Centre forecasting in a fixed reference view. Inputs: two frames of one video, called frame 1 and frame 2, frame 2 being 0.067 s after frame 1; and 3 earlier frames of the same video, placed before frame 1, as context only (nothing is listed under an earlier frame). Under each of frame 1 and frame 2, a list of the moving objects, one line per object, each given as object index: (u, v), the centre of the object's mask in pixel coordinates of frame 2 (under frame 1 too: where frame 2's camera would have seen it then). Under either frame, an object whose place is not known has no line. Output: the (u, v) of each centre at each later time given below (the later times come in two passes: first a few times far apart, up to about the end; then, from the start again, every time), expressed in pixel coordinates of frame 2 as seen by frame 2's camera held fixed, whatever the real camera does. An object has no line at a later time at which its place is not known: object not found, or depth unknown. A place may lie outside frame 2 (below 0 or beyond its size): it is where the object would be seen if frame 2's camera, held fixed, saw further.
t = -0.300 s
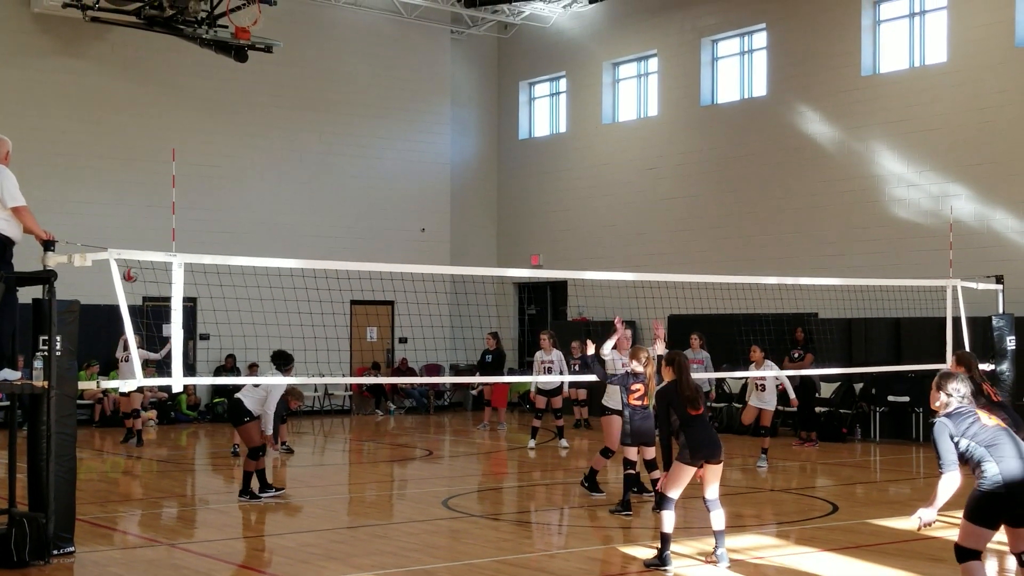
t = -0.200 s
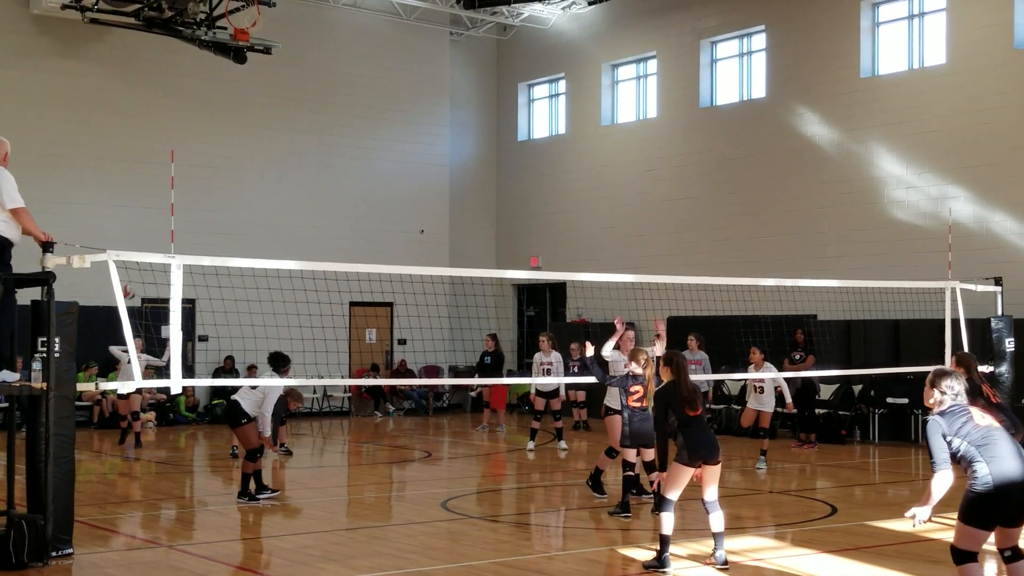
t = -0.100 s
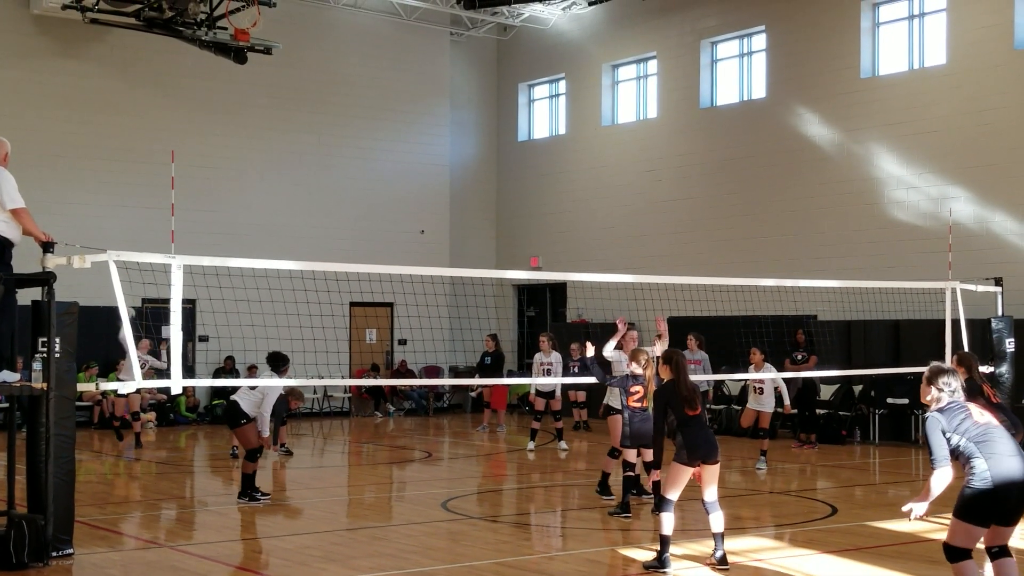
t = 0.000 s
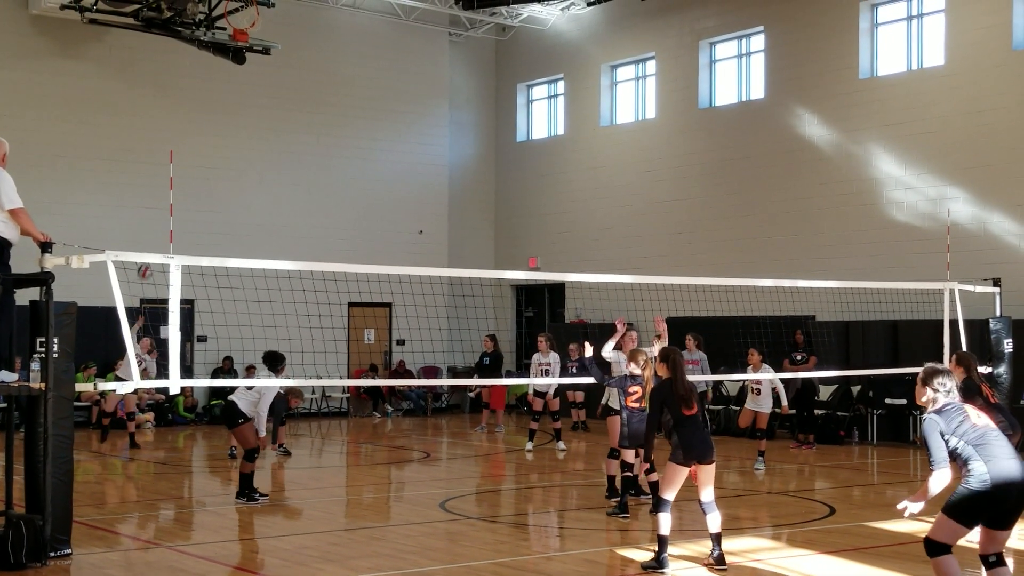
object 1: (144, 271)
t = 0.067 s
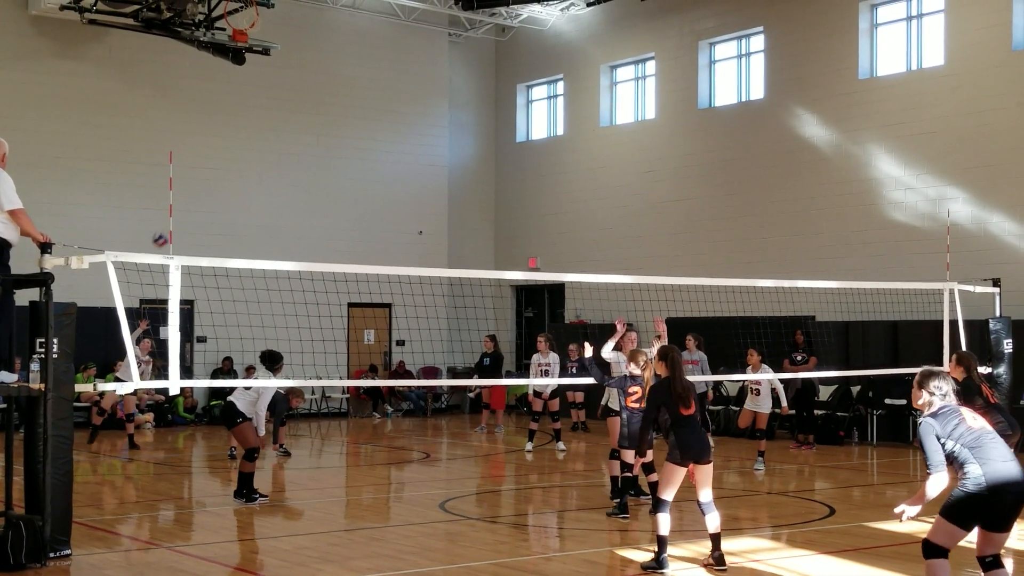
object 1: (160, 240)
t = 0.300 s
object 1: (223, 142)
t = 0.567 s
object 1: (302, 78)
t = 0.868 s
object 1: (412, 79)
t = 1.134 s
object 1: (532, 169)
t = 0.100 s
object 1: (169, 224)
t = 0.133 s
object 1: (179, 209)
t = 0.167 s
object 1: (186, 194)
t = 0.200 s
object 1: (196, 180)
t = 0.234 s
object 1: (205, 166)
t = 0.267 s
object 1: (214, 154)
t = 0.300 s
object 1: (223, 142)
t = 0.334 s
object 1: (233, 131)
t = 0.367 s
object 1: (243, 120)
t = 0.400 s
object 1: (252, 111)
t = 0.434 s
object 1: (262, 103)
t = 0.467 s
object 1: (272, 96)
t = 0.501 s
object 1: (281, 90)
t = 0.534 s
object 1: (292, 84)
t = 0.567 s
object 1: (302, 78)
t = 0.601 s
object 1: (313, 74)
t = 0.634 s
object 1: (324, 72)
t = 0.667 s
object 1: (336, 69)
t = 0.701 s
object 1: (348, 67)
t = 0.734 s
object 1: (360, 67)
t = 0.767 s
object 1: (372, 68)
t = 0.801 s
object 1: (385, 70)
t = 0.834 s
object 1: (398, 74)
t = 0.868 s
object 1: (412, 79)
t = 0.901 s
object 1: (426, 85)
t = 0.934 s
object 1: (440, 93)
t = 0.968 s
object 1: (454, 102)
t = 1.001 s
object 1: (469, 113)
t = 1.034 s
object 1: (484, 124)
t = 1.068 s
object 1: (500, 138)
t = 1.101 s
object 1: (516, 153)
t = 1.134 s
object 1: (532, 169)
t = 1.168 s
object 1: (549, 187)
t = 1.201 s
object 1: (566, 207)
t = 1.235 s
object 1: (584, 229)
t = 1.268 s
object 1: (603, 251)
